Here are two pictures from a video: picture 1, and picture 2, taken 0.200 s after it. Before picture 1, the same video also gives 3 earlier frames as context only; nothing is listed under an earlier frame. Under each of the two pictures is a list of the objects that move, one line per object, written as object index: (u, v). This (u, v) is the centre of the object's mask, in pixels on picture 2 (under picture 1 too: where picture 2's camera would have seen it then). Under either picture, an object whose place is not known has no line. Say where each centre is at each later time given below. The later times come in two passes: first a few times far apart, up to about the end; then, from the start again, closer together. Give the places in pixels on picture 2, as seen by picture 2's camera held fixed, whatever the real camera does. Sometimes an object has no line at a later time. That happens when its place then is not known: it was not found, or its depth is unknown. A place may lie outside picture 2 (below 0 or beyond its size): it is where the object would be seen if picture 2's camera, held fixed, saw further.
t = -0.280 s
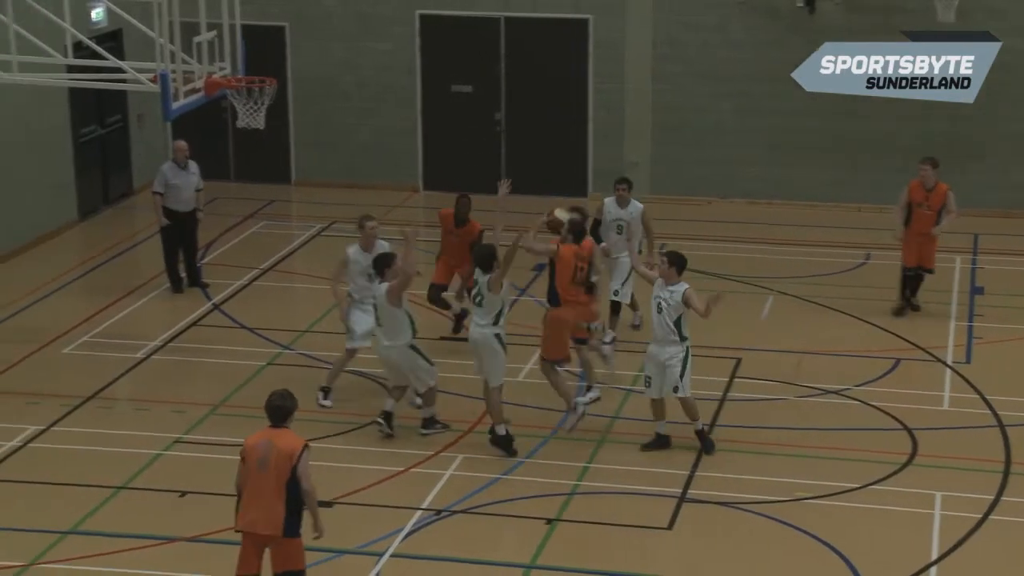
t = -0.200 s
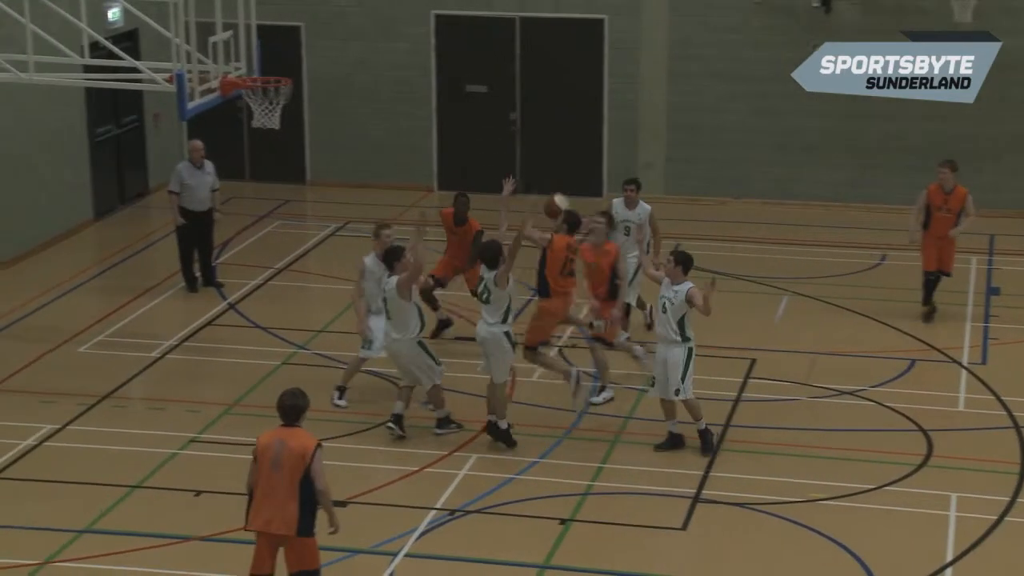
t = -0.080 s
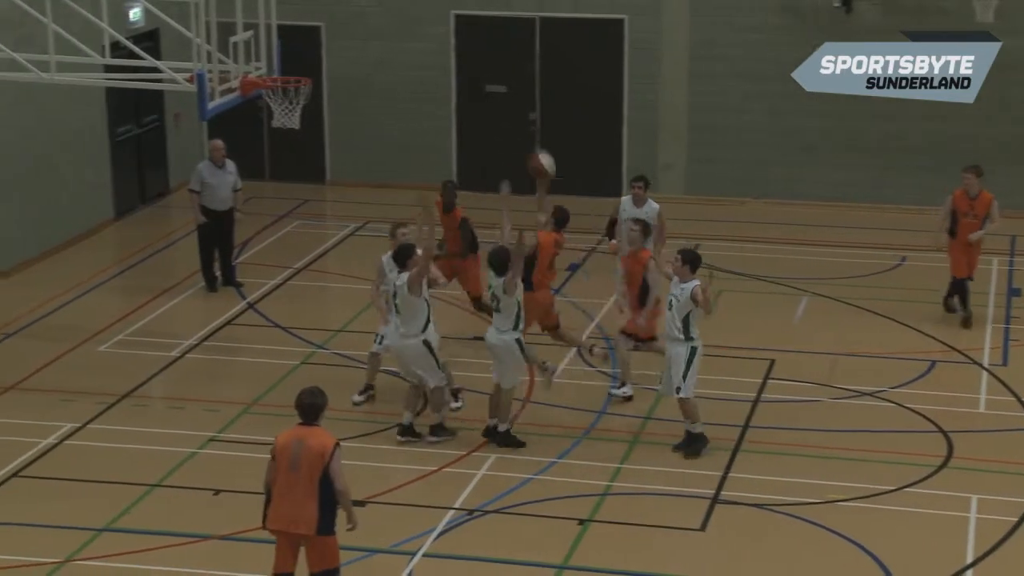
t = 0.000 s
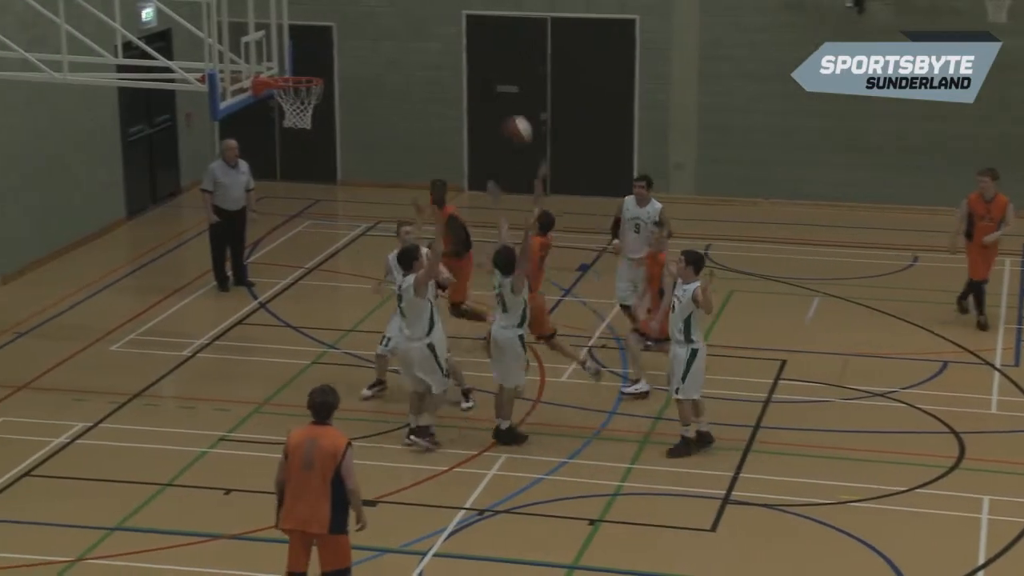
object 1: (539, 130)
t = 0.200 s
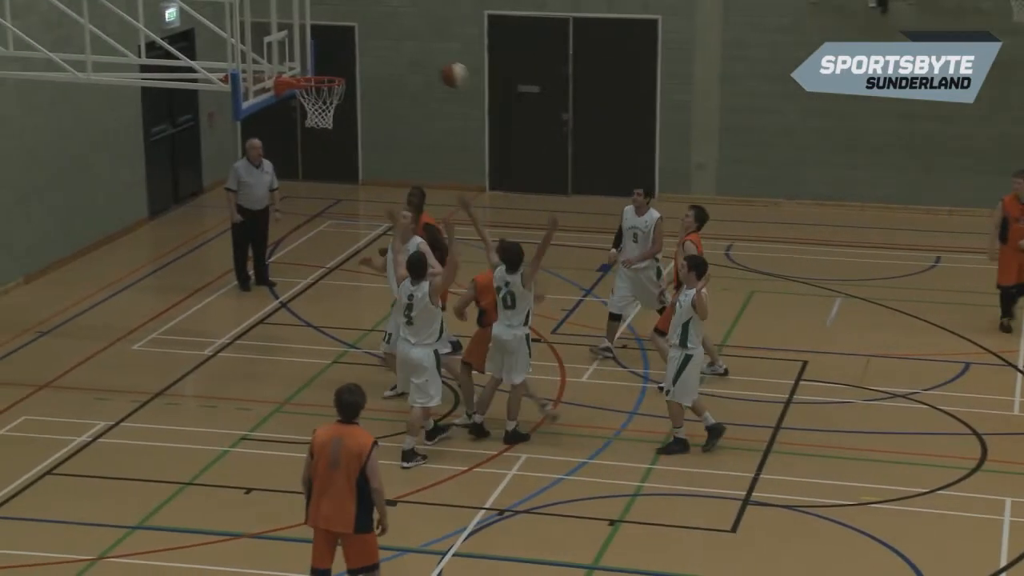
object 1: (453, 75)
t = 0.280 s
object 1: (419, 64)
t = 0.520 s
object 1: (326, 71)
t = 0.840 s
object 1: (344, 97)
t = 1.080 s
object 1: (329, 116)
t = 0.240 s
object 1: (437, 69)
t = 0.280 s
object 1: (419, 64)
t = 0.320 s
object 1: (402, 62)
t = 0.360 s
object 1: (386, 61)
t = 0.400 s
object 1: (369, 61)
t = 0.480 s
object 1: (339, 68)
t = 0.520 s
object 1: (326, 71)
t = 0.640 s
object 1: (325, 93)
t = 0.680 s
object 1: (336, 100)
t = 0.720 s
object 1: (343, 101)
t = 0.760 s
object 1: (344, 92)
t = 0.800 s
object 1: (345, 96)
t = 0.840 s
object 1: (344, 97)
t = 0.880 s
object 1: (345, 98)
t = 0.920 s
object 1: (343, 102)
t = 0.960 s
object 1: (342, 106)
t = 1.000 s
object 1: (336, 108)
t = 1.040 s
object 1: (328, 113)
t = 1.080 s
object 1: (329, 116)
